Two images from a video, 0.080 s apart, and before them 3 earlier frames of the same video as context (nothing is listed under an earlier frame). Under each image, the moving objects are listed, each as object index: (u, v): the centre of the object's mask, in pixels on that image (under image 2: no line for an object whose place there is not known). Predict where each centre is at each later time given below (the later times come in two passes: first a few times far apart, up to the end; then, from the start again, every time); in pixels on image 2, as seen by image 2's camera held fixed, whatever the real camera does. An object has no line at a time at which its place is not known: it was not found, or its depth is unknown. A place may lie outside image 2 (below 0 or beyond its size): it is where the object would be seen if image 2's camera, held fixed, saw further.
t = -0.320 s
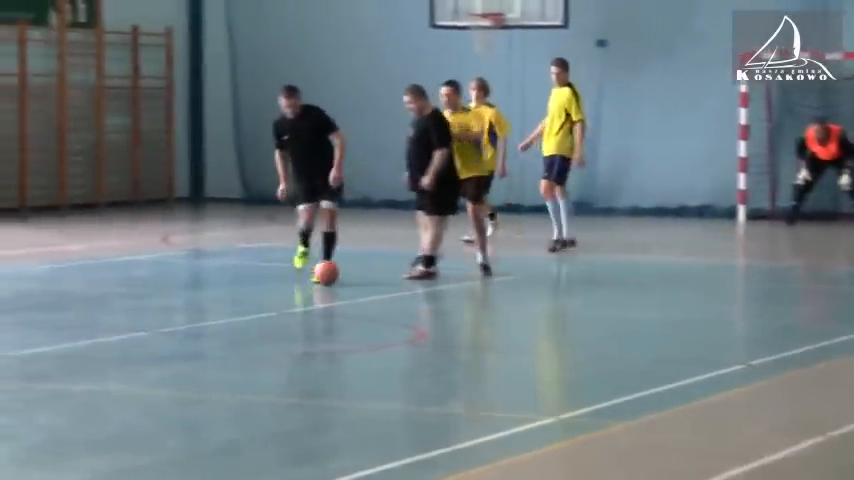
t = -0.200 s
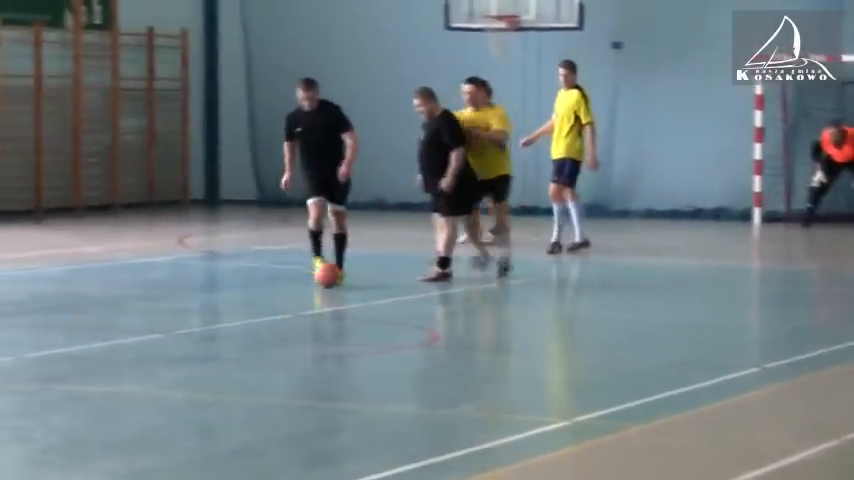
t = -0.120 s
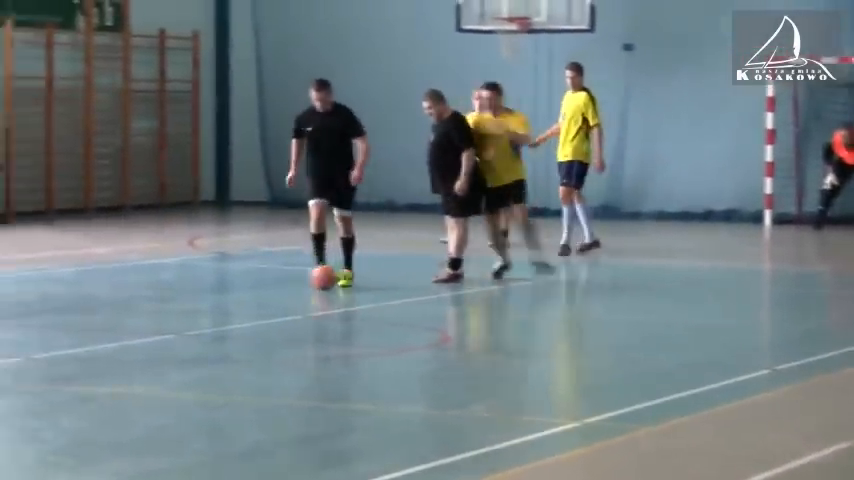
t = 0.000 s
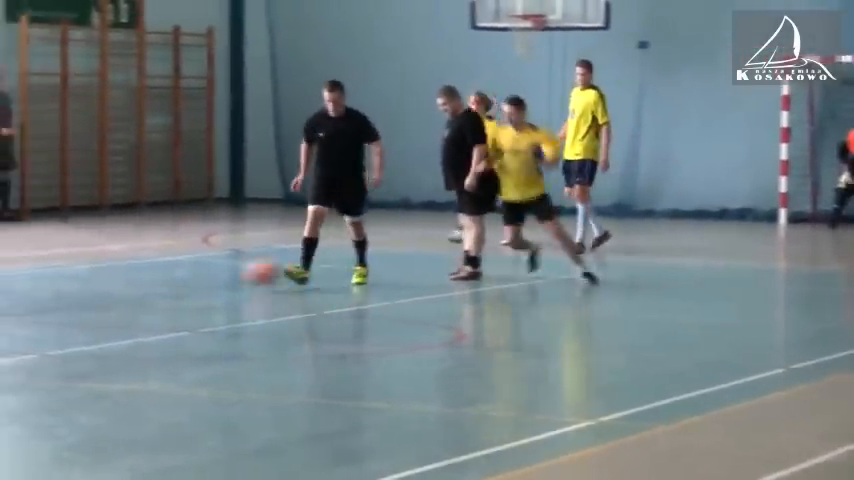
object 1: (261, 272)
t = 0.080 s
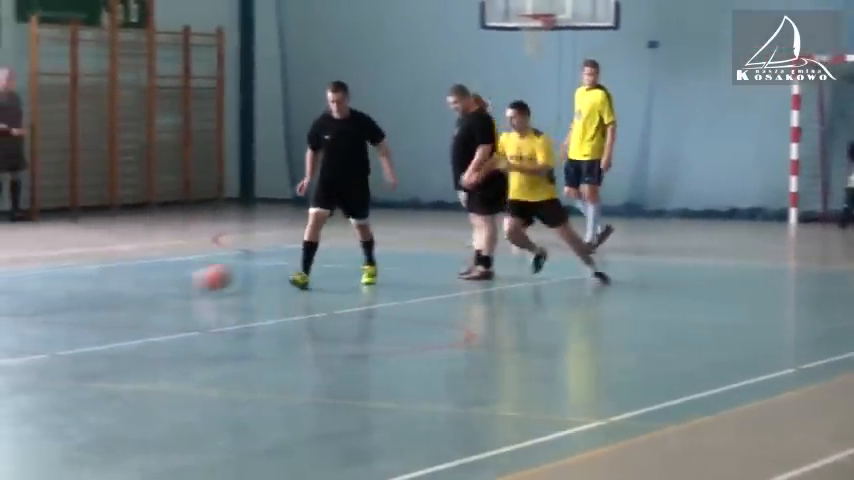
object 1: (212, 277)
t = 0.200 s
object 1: (134, 282)
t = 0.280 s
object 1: (85, 284)
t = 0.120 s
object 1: (186, 281)
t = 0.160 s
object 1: (160, 281)
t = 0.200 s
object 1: (134, 282)
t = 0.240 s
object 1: (109, 284)
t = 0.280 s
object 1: (85, 284)
